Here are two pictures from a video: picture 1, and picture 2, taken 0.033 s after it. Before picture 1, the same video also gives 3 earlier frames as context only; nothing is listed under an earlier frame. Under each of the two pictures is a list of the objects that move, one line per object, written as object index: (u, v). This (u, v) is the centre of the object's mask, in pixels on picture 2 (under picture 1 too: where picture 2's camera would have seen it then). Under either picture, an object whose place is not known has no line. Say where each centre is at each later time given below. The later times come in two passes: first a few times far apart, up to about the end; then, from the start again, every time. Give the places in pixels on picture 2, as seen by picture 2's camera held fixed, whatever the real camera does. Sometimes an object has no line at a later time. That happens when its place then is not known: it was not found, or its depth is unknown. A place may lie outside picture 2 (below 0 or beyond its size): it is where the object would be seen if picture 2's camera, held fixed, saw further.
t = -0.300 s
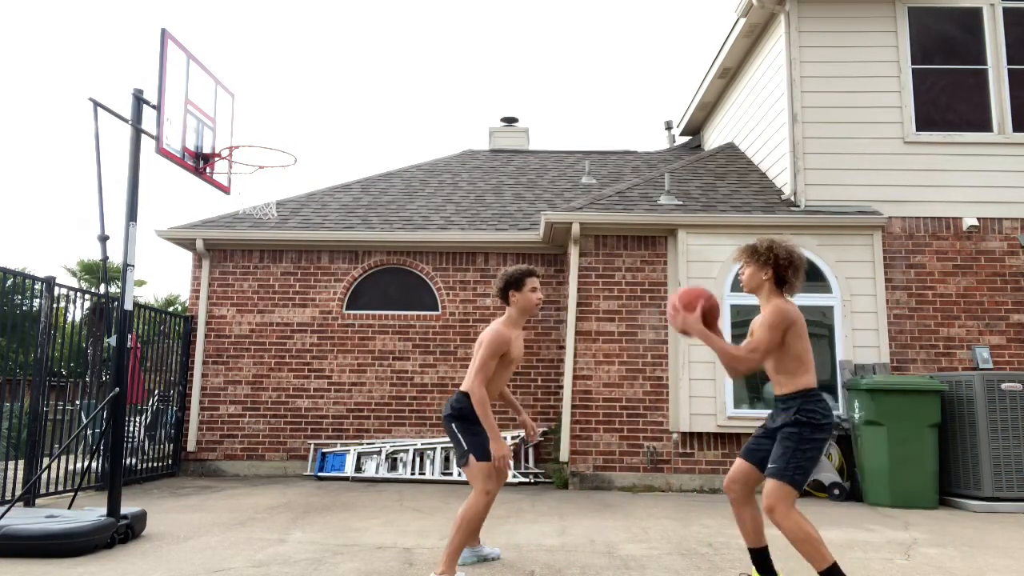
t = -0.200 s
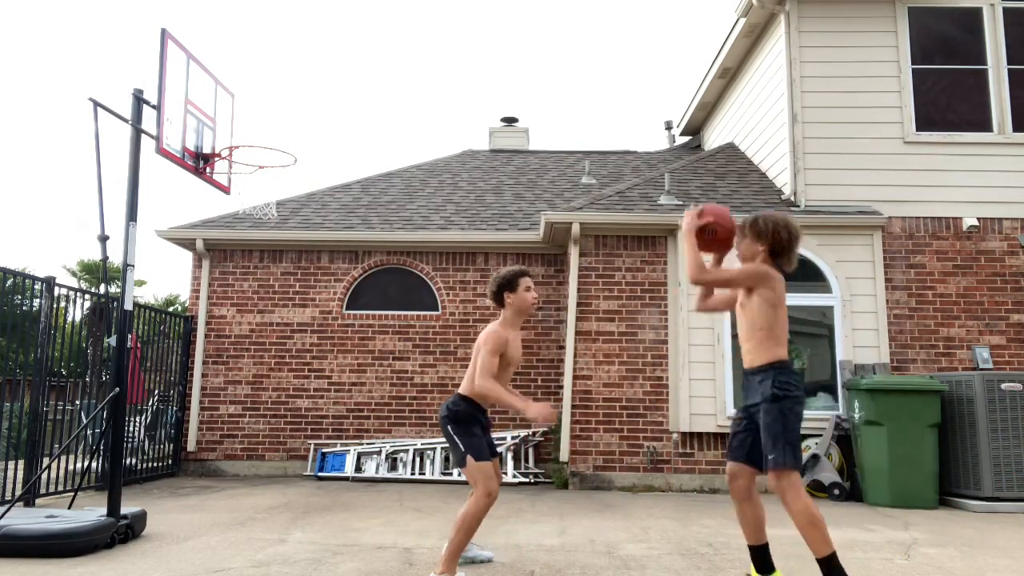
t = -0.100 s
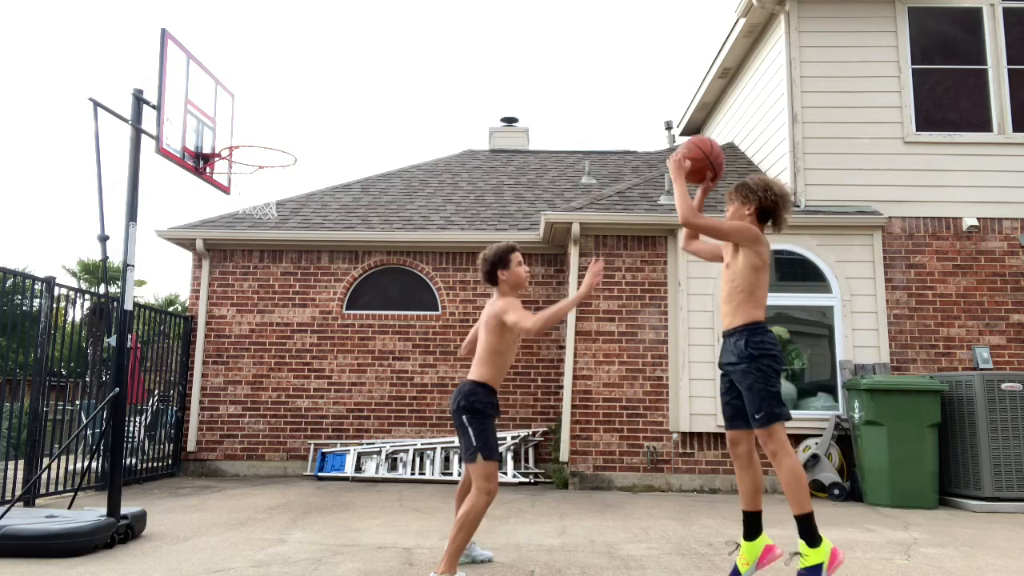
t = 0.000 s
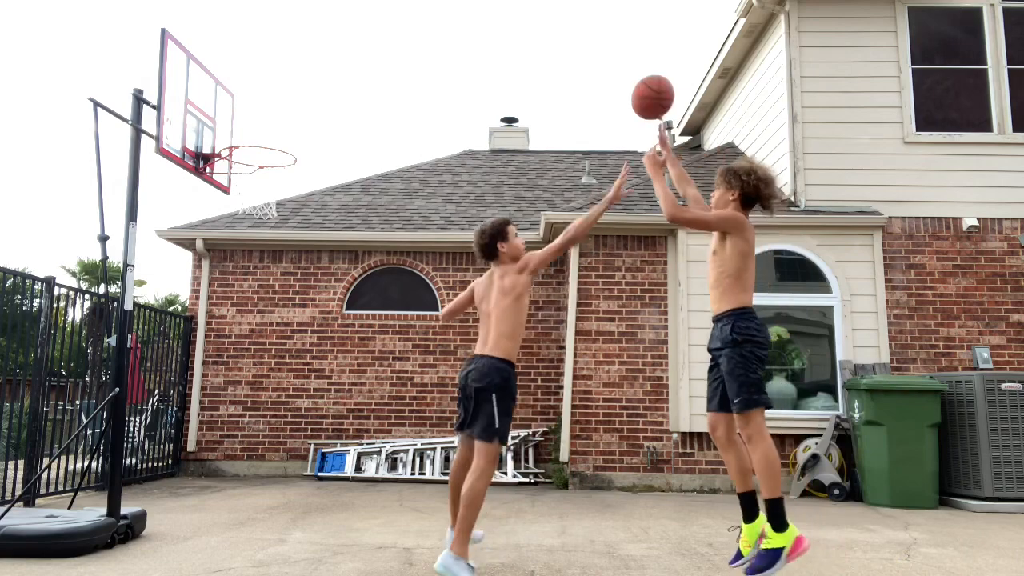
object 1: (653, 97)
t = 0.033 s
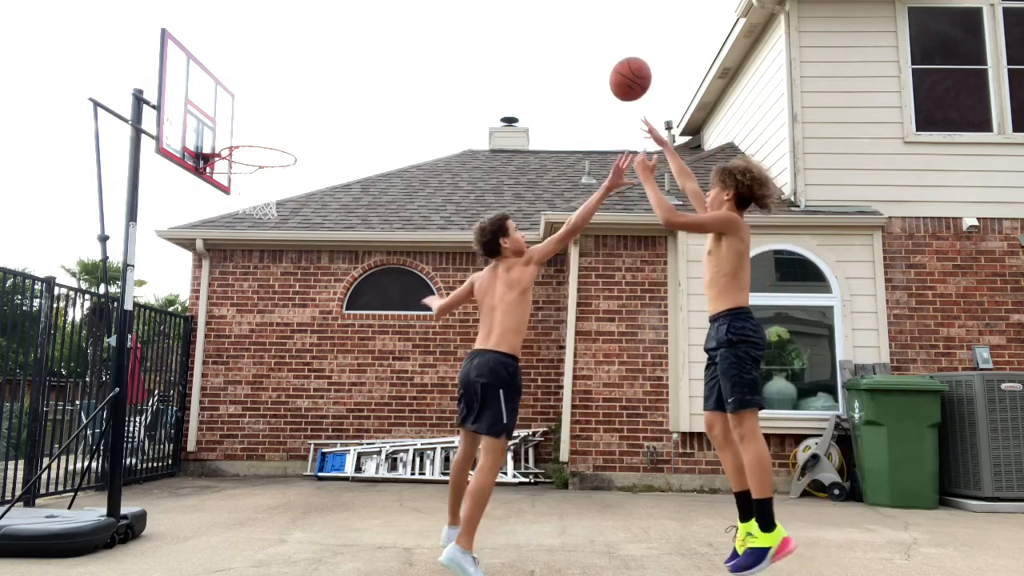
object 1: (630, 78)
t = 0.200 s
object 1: (530, 23)
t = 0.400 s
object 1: (426, 21)
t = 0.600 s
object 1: (334, 73)
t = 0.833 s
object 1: (245, 153)
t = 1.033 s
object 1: (272, 164)
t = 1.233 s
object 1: (278, 200)
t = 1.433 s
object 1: (262, 259)
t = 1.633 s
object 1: (242, 374)
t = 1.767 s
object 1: (226, 484)
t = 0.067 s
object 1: (609, 63)
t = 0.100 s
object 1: (588, 49)
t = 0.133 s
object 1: (568, 39)
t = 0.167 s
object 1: (549, 30)
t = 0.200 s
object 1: (530, 23)
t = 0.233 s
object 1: (511, 19)
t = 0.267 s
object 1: (493, 17)
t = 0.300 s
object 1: (476, 16)
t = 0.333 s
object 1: (459, 16)
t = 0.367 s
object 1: (442, 18)
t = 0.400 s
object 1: (426, 21)
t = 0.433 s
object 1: (410, 26)
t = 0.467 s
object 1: (394, 33)
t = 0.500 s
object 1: (379, 41)
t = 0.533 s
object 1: (364, 51)
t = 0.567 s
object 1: (349, 61)
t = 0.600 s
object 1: (334, 73)
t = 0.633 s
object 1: (320, 87)
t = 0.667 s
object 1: (306, 102)
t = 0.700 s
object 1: (291, 117)
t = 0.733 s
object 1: (277, 134)
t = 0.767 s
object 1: (263, 153)
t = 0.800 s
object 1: (254, 153)
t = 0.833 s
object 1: (245, 153)
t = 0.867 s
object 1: (242, 153)
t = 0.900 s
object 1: (249, 152)
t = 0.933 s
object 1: (257, 153)
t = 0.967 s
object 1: (264, 155)
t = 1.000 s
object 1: (269, 159)
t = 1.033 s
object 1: (272, 164)
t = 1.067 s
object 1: (275, 170)
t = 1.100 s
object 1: (278, 177)
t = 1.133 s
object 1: (280, 185)
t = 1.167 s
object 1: (281, 189)
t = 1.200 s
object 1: (280, 194)
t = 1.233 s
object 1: (278, 200)
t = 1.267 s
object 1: (276, 206)
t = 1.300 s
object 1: (273, 213)
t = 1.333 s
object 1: (271, 222)
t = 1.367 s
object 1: (268, 232)
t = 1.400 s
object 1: (264, 245)
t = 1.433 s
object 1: (262, 259)
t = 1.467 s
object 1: (258, 274)
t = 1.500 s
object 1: (255, 291)
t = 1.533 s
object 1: (252, 309)
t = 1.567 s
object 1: (249, 329)
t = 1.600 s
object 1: (246, 351)
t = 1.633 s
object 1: (242, 374)
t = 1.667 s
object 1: (238, 399)
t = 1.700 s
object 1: (234, 426)
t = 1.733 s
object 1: (230, 454)
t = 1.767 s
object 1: (226, 484)
